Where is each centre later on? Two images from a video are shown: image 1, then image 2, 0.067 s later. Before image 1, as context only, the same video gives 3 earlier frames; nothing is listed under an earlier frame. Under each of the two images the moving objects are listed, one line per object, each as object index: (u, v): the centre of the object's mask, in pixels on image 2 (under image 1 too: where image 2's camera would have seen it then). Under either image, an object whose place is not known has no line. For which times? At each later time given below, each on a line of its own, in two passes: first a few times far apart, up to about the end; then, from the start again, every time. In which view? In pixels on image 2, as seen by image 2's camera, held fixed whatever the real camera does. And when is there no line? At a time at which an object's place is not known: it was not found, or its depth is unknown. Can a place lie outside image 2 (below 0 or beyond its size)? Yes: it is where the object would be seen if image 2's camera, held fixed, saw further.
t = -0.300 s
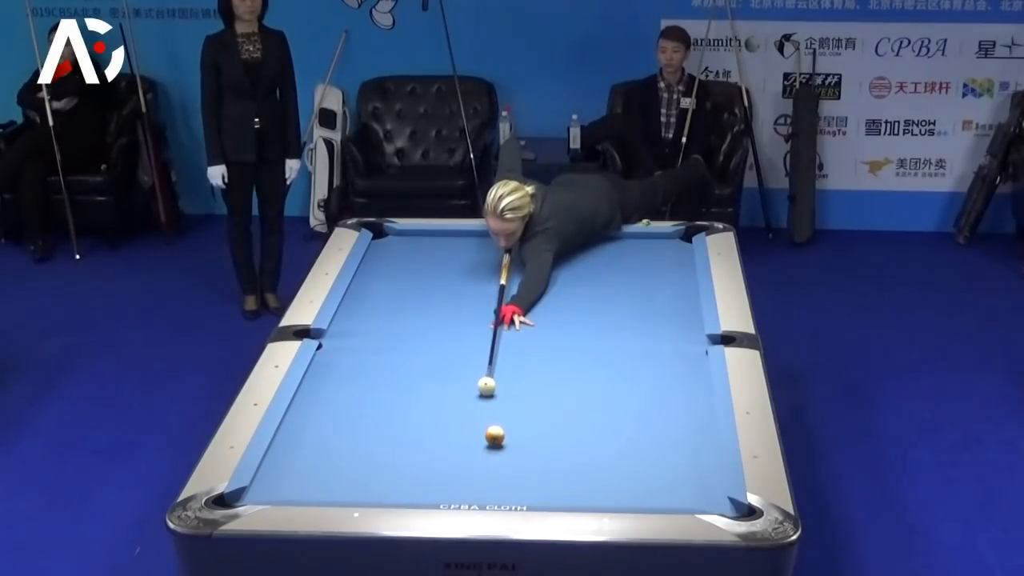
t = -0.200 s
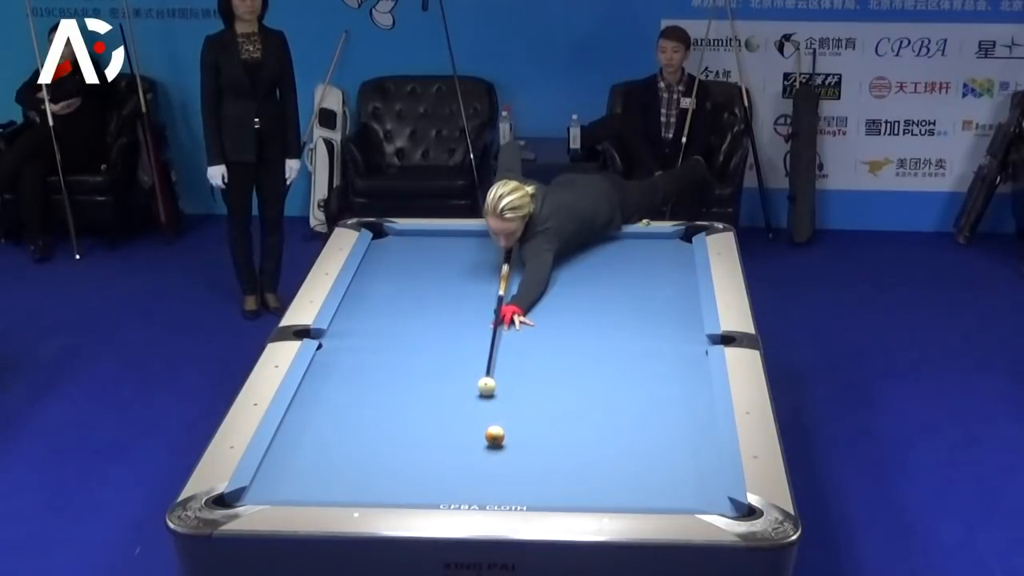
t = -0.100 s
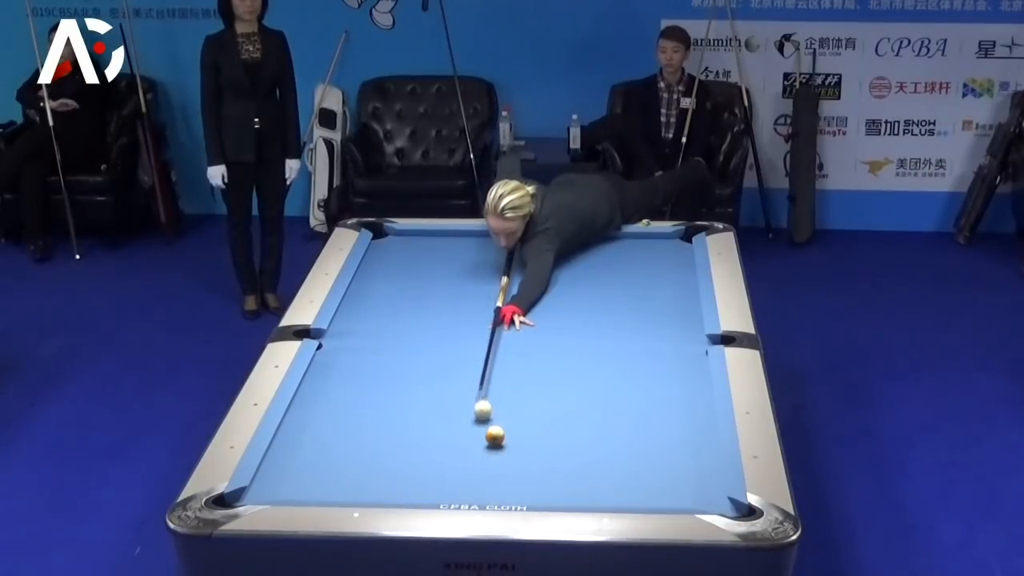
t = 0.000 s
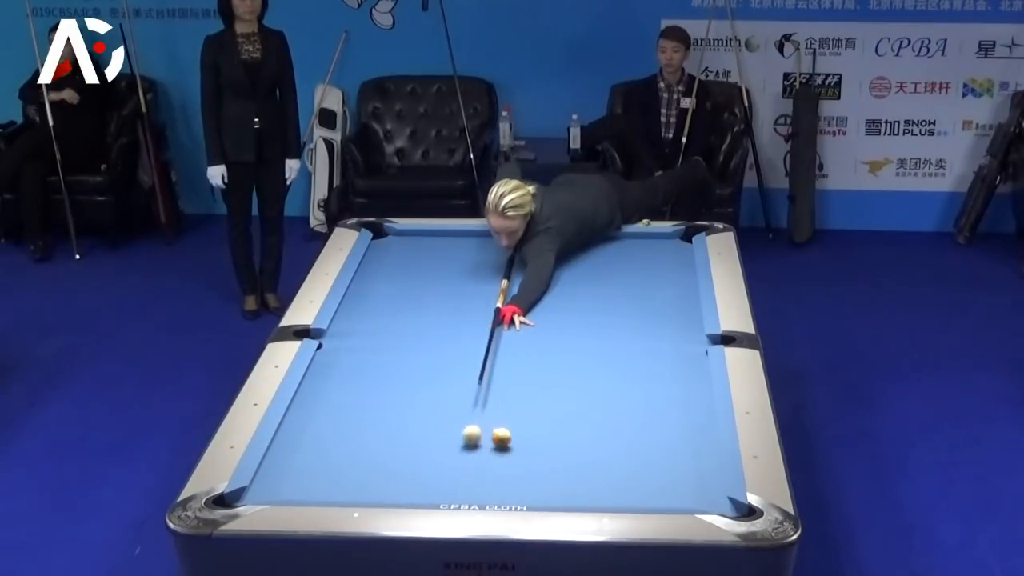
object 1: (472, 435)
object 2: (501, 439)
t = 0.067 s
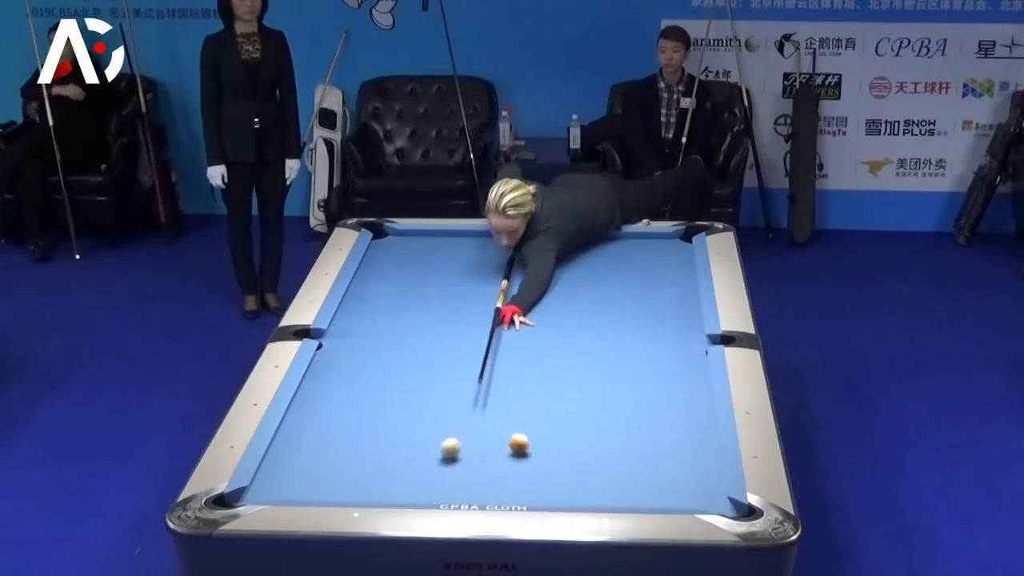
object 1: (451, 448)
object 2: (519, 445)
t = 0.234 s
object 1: (402, 486)
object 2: (555, 457)
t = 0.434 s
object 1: (367, 480)
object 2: (596, 470)
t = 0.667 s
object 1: (342, 451)
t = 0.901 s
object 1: (321, 425)
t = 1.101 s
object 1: (303, 405)
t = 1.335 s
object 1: (321, 386)
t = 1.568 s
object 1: (344, 370)
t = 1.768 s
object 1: (363, 356)
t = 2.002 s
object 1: (384, 342)
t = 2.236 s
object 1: (402, 329)
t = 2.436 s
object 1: (417, 318)
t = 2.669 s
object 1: (433, 306)
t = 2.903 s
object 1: (449, 295)
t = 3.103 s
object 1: (461, 287)
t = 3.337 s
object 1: (474, 277)
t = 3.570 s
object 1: (486, 268)
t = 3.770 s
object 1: (496, 262)
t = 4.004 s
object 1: (507, 254)
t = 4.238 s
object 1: (517, 246)
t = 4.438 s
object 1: (525, 240)
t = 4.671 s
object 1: (534, 234)
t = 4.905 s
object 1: (543, 238)
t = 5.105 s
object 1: (551, 241)
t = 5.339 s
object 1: (559, 245)
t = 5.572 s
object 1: (567, 248)
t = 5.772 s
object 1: (573, 251)
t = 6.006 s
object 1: (580, 254)
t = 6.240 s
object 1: (586, 257)
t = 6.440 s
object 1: (591, 259)
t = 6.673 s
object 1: (597, 261)
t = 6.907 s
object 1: (602, 263)
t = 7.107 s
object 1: (605, 265)
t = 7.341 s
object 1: (609, 266)
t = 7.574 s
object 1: (612, 268)
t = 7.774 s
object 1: (614, 269)
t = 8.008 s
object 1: (617, 270)
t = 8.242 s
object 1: (618, 270)
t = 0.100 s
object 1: (441, 455)
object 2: (527, 447)
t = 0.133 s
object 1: (431, 463)
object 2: (534, 450)
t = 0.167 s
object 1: (422, 471)
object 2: (541, 452)
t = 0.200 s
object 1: (412, 478)
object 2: (548, 455)
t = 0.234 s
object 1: (402, 486)
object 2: (555, 457)
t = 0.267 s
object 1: (392, 492)
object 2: (562, 459)
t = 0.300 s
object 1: (382, 496)
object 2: (568, 461)
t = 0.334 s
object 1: (378, 493)
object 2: (576, 463)
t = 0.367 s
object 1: (374, 489)
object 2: (582, 466)
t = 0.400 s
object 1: (371, 484)
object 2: (589, 468)
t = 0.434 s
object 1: (367, 480)
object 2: (596, 470)
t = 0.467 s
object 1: (364, 475)
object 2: (603, 473)
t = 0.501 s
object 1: (360, 470)
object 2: (610, 474)
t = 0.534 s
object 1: (356, 467)
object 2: (617, 477)
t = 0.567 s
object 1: (353, 463)
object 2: (624, 479)
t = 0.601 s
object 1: (349, 458)
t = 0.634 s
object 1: (346, 454)
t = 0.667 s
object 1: (342, 451)
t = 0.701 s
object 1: (339, 447)
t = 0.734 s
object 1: (336, 443)
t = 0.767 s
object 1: (333, 439)
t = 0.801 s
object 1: (330, 436)
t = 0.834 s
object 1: (327, 432)
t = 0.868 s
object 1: (323, 429)
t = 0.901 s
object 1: (321, 425)
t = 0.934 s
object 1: (317, 421)
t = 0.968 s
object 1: (315, 418)
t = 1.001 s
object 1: (311, 415)
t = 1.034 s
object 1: (308, 411)
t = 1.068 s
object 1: (305, 408)
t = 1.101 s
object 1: (303, 405)
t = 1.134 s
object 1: (300, 402)
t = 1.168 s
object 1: (302, 399)
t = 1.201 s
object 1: (306, 396)
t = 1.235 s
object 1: (310, 394)
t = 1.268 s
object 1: (314, 391)
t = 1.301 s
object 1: (317, 389)
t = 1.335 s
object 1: (321, 386)
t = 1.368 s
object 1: (325, 384)
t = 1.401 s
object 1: (328, 381)
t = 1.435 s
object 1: (331, 379)
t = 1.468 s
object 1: (335, 377)
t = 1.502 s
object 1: (338, 374)
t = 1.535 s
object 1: (341, 372)
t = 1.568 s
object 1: (344, 370)
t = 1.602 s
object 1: (348, 367)
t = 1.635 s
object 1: (351, 365)
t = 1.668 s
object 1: (354, 363)
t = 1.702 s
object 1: (357, 361)
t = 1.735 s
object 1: (360, 359)
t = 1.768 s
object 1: (363, 356)
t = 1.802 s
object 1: (366, 354)
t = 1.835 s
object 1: (369, 352)
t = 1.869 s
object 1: (372, 350)
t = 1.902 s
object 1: (375, 348)
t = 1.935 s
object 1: (378, 346)
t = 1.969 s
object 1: (381, 344)
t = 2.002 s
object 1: (384, 342)
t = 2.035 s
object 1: (386, 340)
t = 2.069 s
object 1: (389, 338)
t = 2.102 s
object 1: (392, 336)
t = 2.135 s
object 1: (395, 334)
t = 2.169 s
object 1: (397, 332)
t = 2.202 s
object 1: (400, 331)
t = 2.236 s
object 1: (402, 329)
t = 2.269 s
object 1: (405, 327)
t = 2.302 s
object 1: (407, 325)
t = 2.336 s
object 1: (410, 323)
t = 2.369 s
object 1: (413, 321)
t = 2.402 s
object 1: (415, 320)
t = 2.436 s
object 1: (417, 318)
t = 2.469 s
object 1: (420, 316)
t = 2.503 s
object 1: (422, 314)
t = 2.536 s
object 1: (424, 313)
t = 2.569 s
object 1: (427, 311)
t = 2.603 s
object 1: (429, 309)
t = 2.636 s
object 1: (431, 308)
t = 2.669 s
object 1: (433, 306)
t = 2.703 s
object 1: (436, 305)
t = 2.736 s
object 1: (438, 303)
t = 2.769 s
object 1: (440, 301)
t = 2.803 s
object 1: (442, 300)
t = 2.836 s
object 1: (444, 298)
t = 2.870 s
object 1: (446, 297)
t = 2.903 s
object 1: (449, 295)
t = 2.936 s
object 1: (451, 294)
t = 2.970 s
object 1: (453, 293)
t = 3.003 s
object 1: (455, 291)
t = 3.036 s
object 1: (457, 289)
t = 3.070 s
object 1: (459, 288)
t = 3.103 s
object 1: (461, 287)
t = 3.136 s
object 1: (463, 285)
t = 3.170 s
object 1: (465, 284)
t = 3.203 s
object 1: (466, 283)
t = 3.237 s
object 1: (468, 281)
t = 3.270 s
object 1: (470, 280)
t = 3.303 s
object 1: (472, 278)
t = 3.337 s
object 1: (474, 277)
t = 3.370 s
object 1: (476, 276)
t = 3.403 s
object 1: (478, 275)
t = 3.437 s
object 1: (479, 274)
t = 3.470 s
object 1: (481, 272)
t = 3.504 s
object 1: (483, 271)
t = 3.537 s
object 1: (484, 270)
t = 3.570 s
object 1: (486, 268)
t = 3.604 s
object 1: (488, 267)
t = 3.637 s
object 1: (489, 266)
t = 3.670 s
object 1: (491, 265)
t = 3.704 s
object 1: (493, 264)
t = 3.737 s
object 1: (495, 263)
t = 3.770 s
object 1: (496, 262)
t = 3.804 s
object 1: (498, 260)
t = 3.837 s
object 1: (499, 259)
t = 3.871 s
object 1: (501, 258)
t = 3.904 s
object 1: (502, 257)
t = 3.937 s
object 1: (504, 256)
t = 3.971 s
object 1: (505, 255)
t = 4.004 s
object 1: (507, 254)
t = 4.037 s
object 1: (509, 252)
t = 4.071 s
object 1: (510, 252)
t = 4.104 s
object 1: (511, 251)
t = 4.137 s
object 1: (513, 249)
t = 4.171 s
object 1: (514, 248)
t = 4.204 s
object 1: (516, 247)
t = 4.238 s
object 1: (517, 246)
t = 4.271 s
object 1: (518, 245)
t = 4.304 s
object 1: (520, 244)
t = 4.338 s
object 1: (521, 243)
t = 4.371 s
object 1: (523, 242)
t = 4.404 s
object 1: (524, 241)
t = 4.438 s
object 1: (525, 240)
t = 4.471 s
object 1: (527, 240)
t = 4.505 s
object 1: (528, 239)
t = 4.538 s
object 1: (529, 238)
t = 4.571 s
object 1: (530, 237)
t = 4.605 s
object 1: (532, 236)
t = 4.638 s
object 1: (533, 235)
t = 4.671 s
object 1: (534, 234)
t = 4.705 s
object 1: (536, 234)
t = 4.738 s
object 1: (537, 235)
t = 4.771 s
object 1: (538, 236)
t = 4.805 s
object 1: (539, 236)
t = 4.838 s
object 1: (541, 237)
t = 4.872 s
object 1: (542, 237)
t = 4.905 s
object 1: (543, 238)
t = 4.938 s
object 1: (544, 239)
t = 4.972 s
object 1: (546, 239)
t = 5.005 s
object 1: (547, 239)
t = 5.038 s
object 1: (548, 240)
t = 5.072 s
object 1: (549, 240)
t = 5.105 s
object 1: (551, 241)
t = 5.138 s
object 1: (552, 241)
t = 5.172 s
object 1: (553, 242)
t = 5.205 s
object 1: (554, 243)
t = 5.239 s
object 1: (556, 243)
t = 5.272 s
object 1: (556, 243)
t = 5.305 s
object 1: (558, 244)
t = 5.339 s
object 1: (559, 245)
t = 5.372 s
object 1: (560, 245)
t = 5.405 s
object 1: (561, 246)
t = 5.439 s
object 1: (562, 246)
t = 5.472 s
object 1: (563, 247)
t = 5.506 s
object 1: (565, 247)
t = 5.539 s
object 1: (566, 248)
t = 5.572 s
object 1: (567, 248)
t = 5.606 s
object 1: (568, 249)
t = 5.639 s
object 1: (569, 249)
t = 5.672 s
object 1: (570, 250)
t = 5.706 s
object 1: (571, 250)
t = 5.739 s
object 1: (572, 251)
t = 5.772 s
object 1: (573, 251)
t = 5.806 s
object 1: (574, 251)
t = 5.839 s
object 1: (575, 252)
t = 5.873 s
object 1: (576, 252)
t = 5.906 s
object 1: (577, 253)
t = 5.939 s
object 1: (578, 253)
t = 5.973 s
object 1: (579, 254)
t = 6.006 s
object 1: (580, 254)
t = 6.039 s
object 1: (581, 254)
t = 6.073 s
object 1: (582, 255)
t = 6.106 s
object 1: (583, 255)
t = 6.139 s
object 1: (584, 256)
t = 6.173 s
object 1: (585, 256)
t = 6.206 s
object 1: (586, 257)
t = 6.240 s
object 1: (586, 257)
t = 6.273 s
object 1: (587, 257)
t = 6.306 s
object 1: (588, 257)
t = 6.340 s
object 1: (589, 258)
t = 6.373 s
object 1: (590, 258)
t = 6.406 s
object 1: (591, 258)
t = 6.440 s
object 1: (591, 259)
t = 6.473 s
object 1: (592, 259)
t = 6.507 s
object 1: (593, 260)
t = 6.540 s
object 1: (594, 260)
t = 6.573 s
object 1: (595, 260)
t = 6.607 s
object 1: (595, 261)
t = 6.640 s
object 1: (596, 261)
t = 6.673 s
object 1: (597, 261)
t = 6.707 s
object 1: (598, 262)
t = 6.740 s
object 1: (598, 262)
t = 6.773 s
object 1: (599, 262)
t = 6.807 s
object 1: (600, 262)
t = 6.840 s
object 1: (600, 263)
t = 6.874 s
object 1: (601, 263)
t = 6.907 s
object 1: (602, 263)
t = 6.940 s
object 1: (602, 264)
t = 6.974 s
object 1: (603, 264)
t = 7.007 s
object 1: (604, 264)
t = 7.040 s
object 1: (604, 265)
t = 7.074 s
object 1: (605, 265)
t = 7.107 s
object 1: (605, 265)
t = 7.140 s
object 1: (606, 265)
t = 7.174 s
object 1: (606, 266)
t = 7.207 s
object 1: (607, 266)
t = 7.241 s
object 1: (607, 266)
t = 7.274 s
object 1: (608, 266)
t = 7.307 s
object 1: (608, 266)
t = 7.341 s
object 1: (609, 266)
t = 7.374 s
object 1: (609, 267)
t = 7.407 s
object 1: (610, 267)
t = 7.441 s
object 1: (610, 267)
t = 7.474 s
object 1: (611, 267)
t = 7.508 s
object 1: (611, 268)
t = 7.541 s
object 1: (611, 268)
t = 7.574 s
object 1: (612, 268)
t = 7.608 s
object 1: (612, 268)
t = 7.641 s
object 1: (613, 268)
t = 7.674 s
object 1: (613, 268)
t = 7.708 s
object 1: (614, 269)
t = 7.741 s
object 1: (614, 269)
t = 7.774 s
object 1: (614, 269)
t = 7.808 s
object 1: (615, 269)
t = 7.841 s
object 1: (615, 269)
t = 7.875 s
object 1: (615, 269)
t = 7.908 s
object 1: (616, 269)
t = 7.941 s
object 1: (616, 269)
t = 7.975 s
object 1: (616, 270)
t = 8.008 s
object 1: (617, 270)
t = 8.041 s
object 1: (617, 270)
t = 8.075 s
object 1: (617, 270)
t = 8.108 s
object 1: (617, 270)
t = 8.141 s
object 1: (618, 270)
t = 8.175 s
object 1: (618, 270)
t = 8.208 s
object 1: (618, 270)
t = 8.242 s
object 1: (618, 270)
